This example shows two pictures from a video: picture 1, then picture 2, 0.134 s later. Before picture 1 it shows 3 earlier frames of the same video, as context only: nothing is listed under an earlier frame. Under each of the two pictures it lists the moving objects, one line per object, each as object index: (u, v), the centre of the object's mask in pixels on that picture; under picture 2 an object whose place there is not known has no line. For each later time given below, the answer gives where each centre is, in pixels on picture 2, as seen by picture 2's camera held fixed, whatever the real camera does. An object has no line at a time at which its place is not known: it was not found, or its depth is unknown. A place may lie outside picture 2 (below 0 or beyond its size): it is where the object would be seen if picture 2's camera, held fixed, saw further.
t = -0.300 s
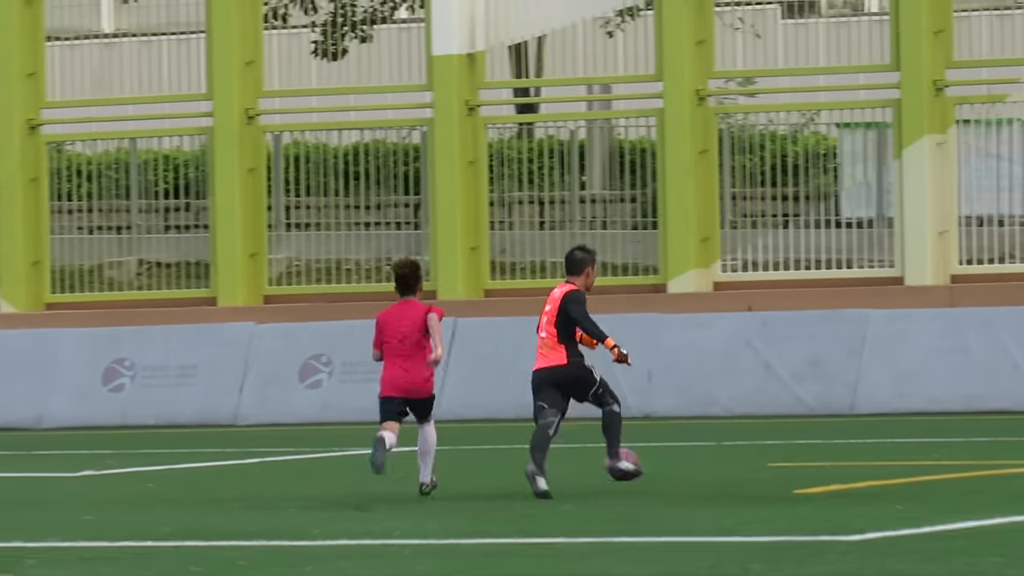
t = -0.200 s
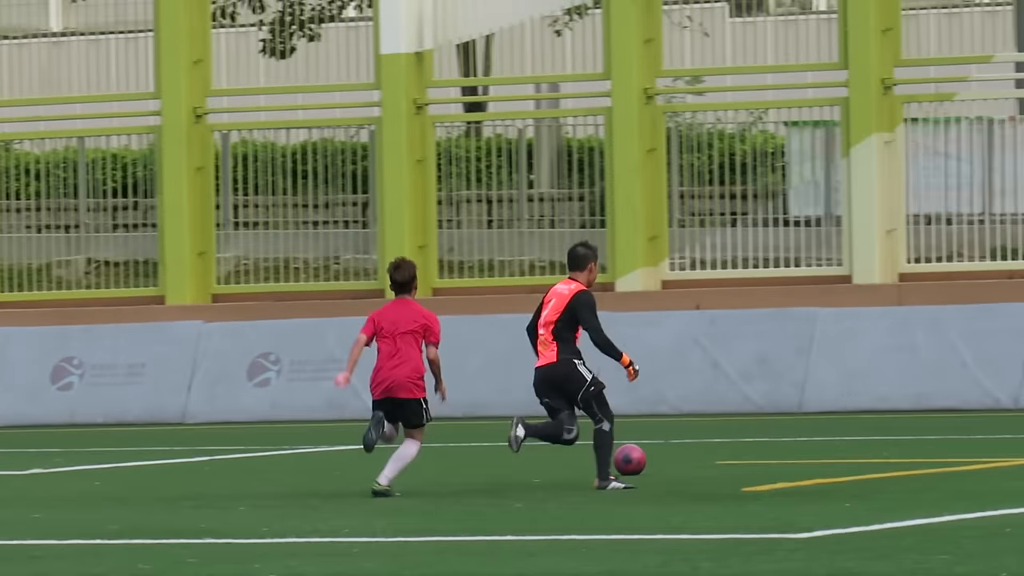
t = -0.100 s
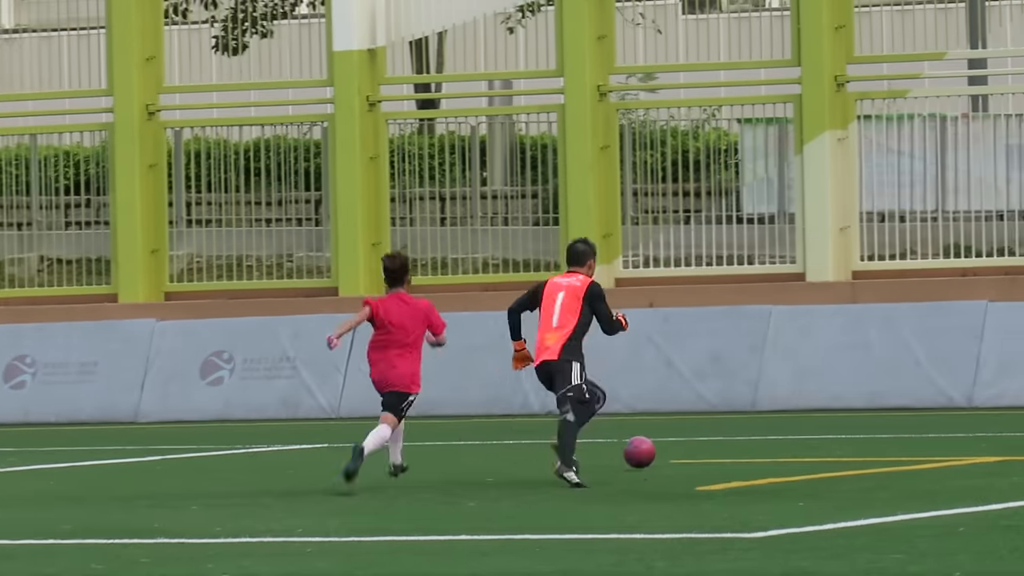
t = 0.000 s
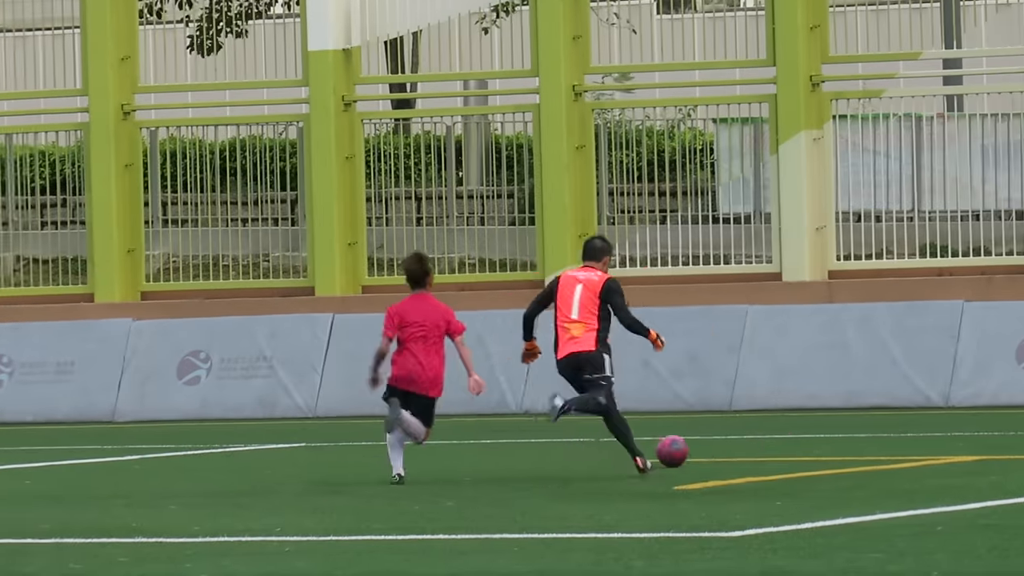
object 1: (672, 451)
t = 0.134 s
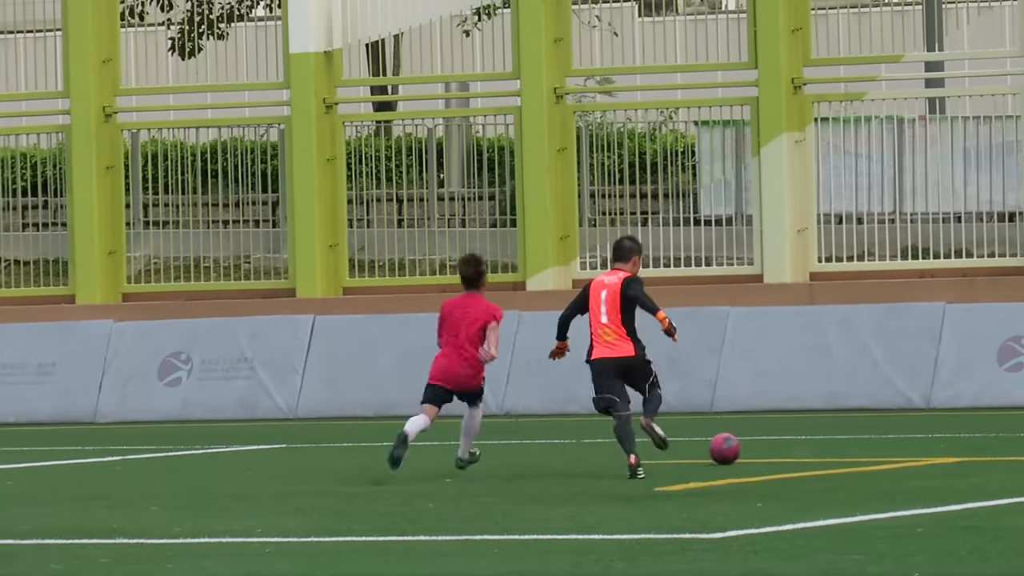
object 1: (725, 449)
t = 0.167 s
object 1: (745, 447)
